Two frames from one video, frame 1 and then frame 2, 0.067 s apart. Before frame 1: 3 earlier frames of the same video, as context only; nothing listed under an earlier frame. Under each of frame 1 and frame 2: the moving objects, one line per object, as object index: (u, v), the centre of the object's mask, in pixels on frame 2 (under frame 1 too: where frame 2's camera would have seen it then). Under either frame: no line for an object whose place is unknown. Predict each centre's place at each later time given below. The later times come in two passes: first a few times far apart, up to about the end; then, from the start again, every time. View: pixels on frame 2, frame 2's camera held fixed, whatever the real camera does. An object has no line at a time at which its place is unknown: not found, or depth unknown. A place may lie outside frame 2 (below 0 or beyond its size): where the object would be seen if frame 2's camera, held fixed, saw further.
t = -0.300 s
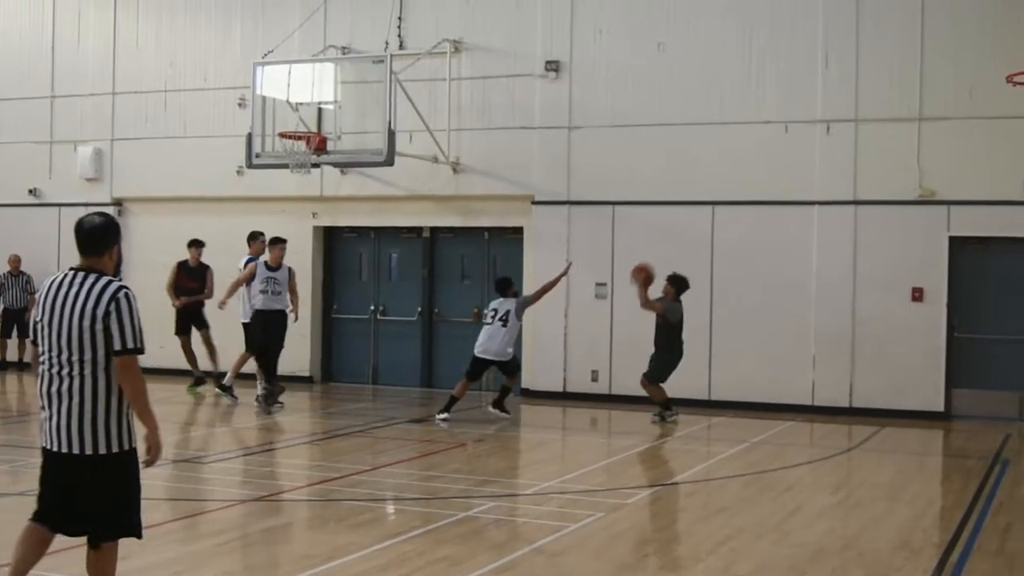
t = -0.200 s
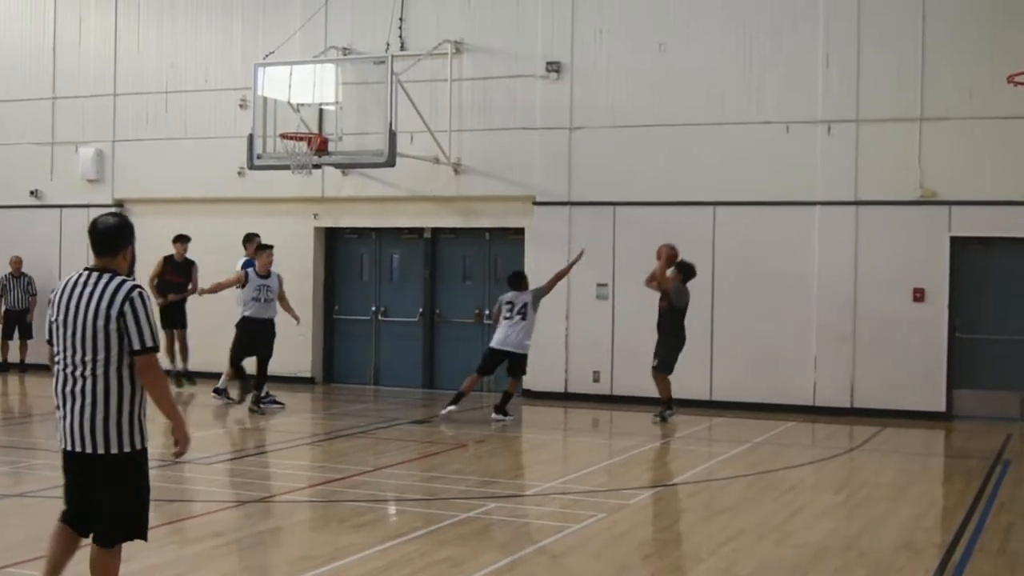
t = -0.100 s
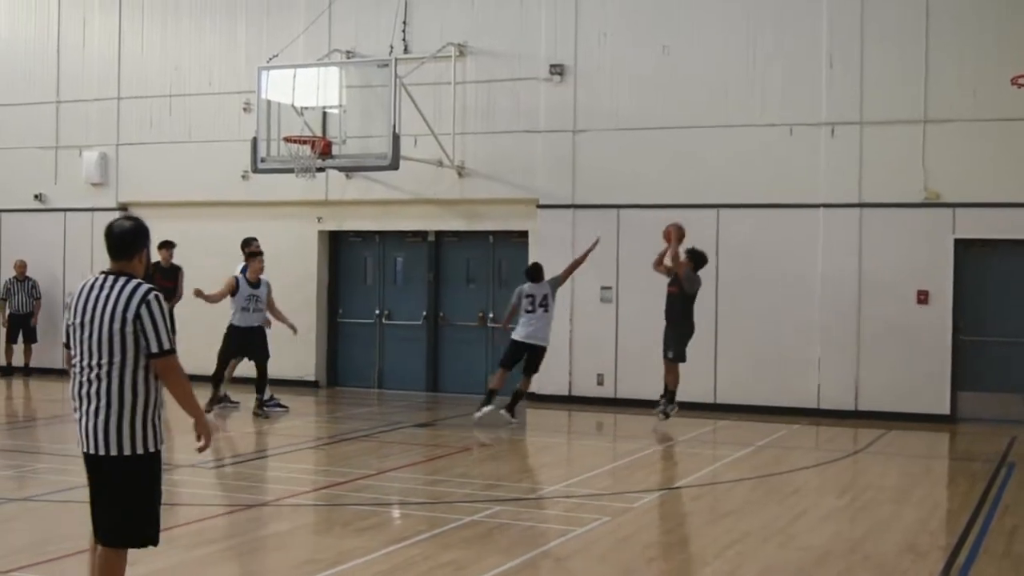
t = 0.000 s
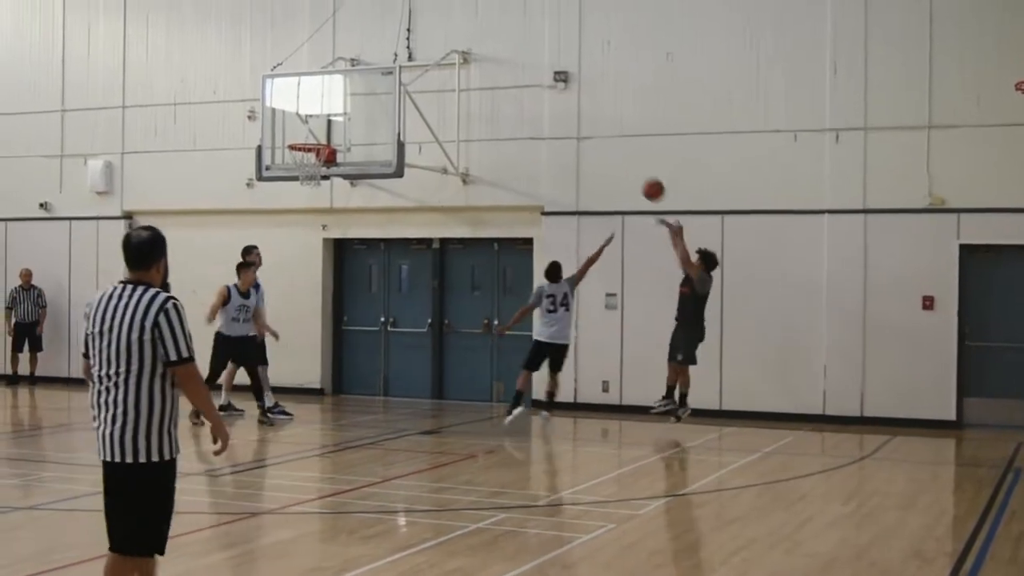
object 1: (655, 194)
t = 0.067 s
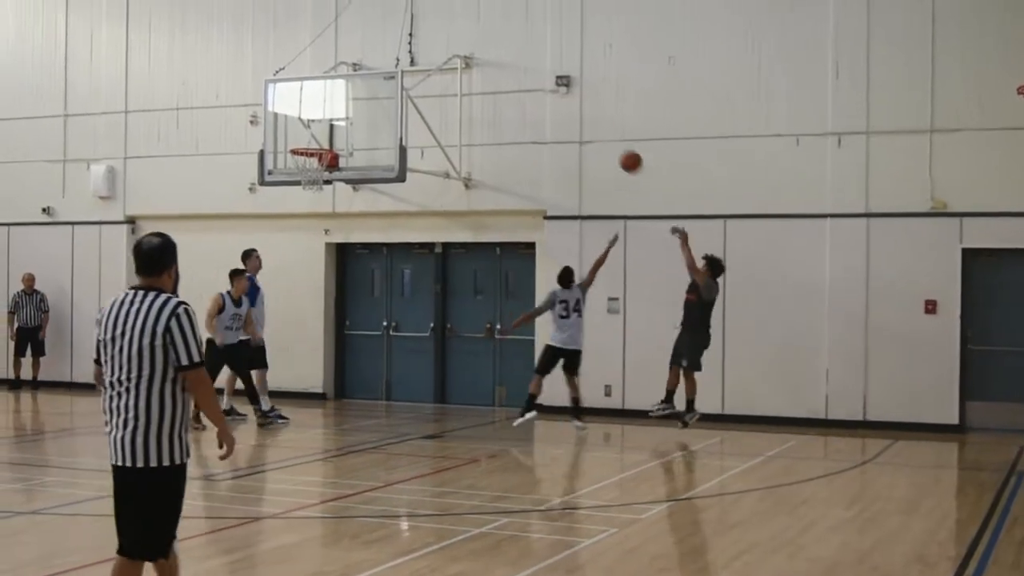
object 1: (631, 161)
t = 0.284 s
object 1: (551, 86)
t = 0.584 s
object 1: (445, 54)
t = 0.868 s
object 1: (349, 96)
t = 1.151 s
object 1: (317, 164)
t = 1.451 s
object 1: (298, 181)
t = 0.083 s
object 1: (624, 154)
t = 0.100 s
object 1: (617, 146)
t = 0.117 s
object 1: (612, 140)
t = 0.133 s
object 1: (606, 133)
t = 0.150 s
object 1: (599, 127)
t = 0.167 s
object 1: (593, 121)
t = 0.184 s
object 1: (587, 115)
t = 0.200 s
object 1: (582, 110)
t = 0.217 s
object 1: (575, 105)
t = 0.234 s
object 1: (569, 99)
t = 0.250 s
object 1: (563, 95)
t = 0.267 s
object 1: (557, 91)
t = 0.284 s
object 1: (551, 86)
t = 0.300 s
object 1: (545, 82)
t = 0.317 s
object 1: (539, 78)
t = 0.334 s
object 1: (533, 75)
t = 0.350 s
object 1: (527, 72)
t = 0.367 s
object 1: (521, 69)
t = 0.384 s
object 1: (515, 66)
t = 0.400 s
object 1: (510, 64)
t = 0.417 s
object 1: (503, 62)
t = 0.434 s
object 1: (497, 60)
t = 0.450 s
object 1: (492, 58)
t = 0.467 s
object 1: (486, 57)
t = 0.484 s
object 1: (480, 55)
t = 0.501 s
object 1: (474, 55)
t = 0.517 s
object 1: (468, 54)
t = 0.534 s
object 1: (463, 54)
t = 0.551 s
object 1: (457, 53)
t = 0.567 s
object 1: (451, 53)
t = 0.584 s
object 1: (445, 54)
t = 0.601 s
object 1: (439, 54)
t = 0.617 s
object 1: (433, 55)
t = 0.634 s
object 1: (428, 56)
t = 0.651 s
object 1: (422, 57)
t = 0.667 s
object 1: (417, 59)
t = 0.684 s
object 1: (411, 61)
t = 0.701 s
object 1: (405, 63)
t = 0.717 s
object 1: (399, 65)
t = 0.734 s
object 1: (394, 67)
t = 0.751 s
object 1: (387, 70)
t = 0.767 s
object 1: (382, 73)
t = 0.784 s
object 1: (377, 76)
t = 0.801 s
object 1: (371, 80)
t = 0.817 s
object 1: (365, 84)
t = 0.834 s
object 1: (360, 87)
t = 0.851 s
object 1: (354, 92)
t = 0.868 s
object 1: (349, 96)
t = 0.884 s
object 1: (343, 100)
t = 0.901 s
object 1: (337, 106)
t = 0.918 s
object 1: (332, 111)
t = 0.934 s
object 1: (326, 117)
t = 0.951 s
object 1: (321, 122)
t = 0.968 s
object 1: (315, 128)
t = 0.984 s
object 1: (310, 133)
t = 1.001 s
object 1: (305, 139)
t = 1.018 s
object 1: (300, 146)
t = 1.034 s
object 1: (300, 149)
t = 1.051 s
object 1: (306, 151)
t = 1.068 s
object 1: (313, 153)
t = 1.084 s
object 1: (317, 155)
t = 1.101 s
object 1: (321, 158)
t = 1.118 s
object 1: (320, 160)
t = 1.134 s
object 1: (319, 161)
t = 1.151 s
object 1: (317, 164)
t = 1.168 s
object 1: (316, 165)
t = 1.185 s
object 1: (313, 168)
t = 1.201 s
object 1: (311, 170)
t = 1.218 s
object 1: (309, 172)
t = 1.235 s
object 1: (308, 173)
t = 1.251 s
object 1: (307, 174)
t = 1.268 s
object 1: (306, 173)
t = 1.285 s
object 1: (304, 174)
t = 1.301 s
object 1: (303, 174)
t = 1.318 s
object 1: (302, 174)
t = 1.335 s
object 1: (301, 174)
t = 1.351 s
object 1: (301, 174)
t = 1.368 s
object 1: (301, 174)
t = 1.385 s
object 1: (300, 175)
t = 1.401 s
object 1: (299, 177)
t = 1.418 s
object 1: (298, 178)
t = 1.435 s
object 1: (298, 179)
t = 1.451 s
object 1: (298, 181)
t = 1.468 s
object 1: (298, 184)
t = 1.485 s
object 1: (297, 185)
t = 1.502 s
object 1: (297, 188)
